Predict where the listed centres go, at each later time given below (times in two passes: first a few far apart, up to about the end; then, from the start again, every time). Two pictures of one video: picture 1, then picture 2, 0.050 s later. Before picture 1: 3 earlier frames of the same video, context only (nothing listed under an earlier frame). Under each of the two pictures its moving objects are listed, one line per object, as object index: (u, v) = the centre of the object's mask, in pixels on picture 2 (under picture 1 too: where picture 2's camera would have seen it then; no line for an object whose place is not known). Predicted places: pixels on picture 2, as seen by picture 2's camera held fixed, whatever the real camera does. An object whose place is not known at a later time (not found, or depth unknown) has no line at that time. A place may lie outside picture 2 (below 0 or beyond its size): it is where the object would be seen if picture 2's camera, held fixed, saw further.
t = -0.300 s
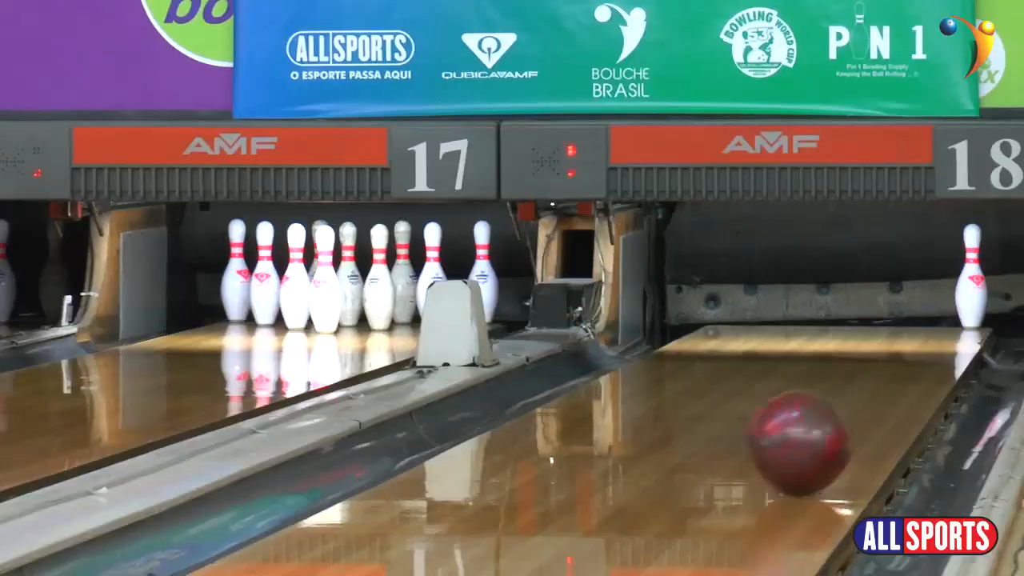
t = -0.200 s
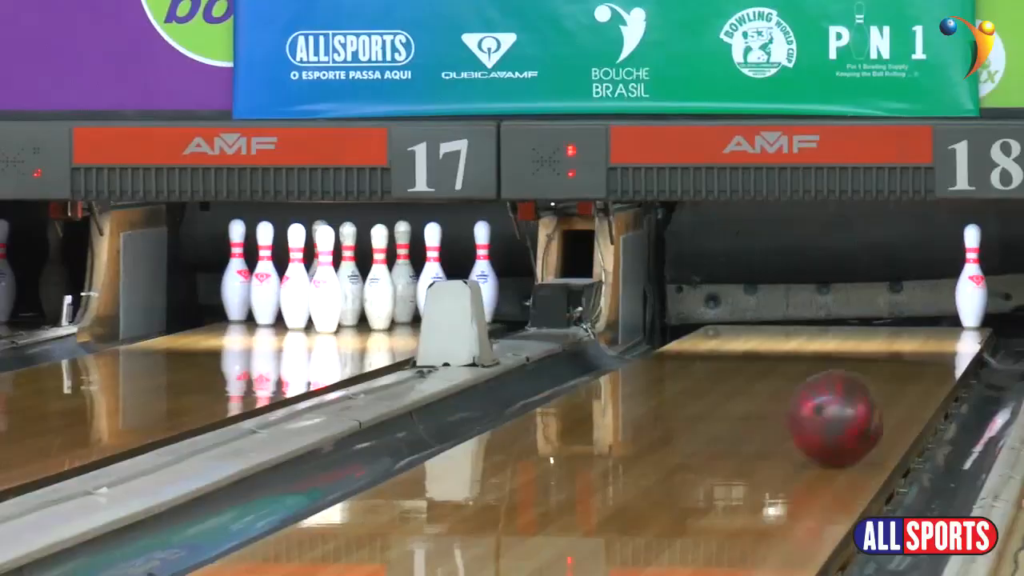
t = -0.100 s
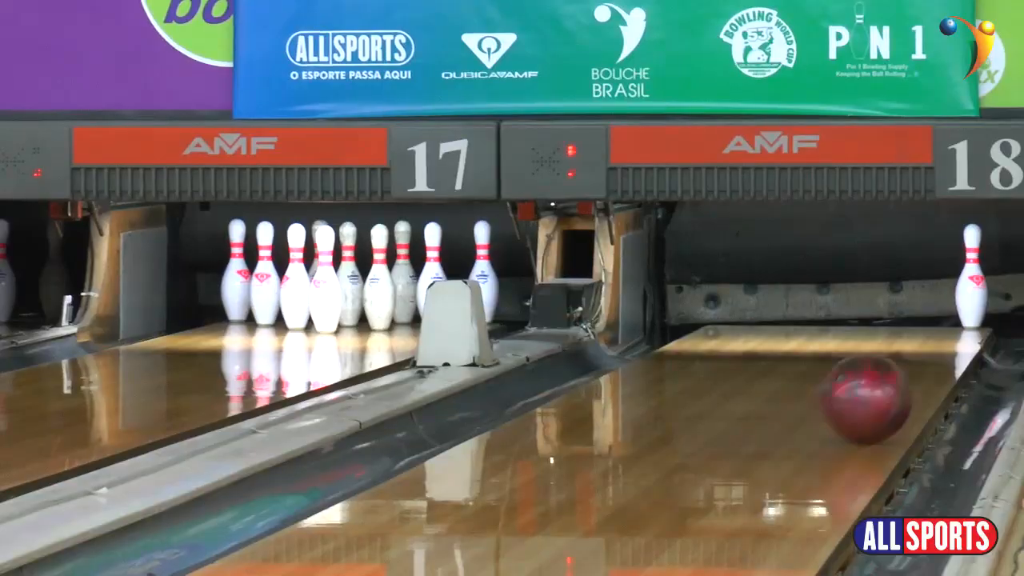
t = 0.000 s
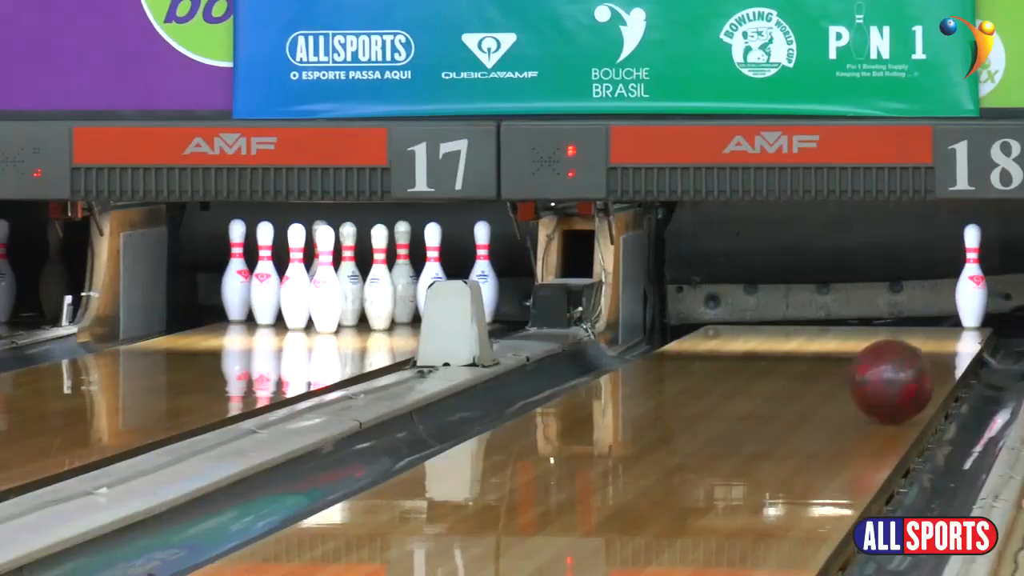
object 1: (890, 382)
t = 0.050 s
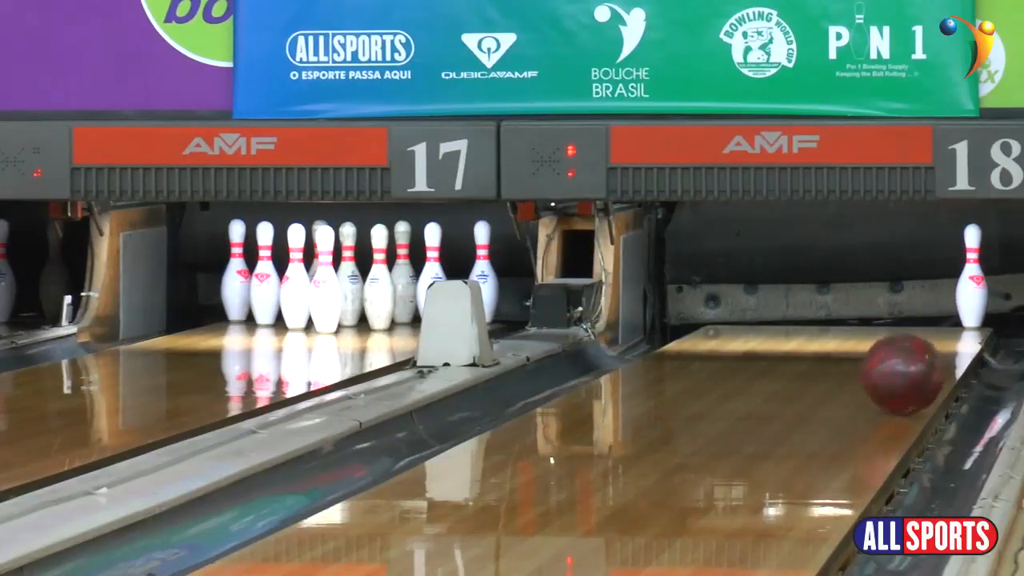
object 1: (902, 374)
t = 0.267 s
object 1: (940, 345)
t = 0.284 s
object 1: (943, 343)
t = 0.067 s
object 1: (906, 372)
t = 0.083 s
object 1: (909, 369)
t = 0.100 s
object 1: (913, 367)
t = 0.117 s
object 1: (917, 365)
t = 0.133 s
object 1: (919, 362)
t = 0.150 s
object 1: (922, 359)
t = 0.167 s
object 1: (924, 357)
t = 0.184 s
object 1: (928, 355)
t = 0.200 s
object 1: (931, 353)
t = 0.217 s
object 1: (933, 351)
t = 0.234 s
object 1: (936, 349)
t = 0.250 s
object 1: (939, 347)
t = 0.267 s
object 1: (940, 345)
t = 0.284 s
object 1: (943, 343)
